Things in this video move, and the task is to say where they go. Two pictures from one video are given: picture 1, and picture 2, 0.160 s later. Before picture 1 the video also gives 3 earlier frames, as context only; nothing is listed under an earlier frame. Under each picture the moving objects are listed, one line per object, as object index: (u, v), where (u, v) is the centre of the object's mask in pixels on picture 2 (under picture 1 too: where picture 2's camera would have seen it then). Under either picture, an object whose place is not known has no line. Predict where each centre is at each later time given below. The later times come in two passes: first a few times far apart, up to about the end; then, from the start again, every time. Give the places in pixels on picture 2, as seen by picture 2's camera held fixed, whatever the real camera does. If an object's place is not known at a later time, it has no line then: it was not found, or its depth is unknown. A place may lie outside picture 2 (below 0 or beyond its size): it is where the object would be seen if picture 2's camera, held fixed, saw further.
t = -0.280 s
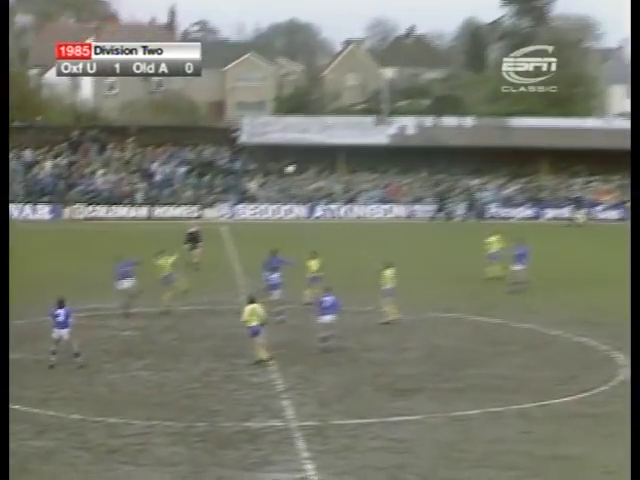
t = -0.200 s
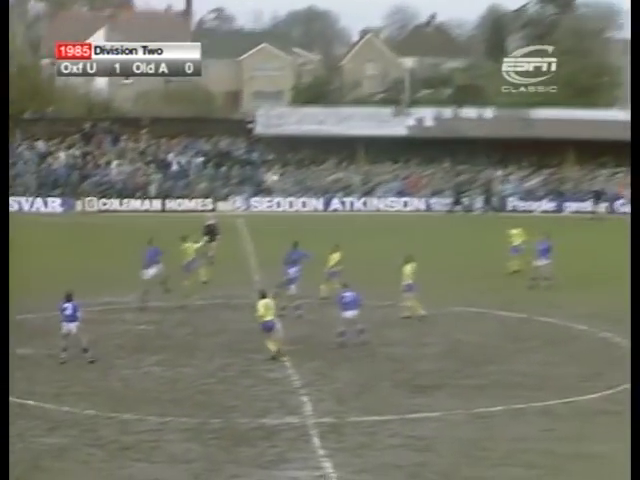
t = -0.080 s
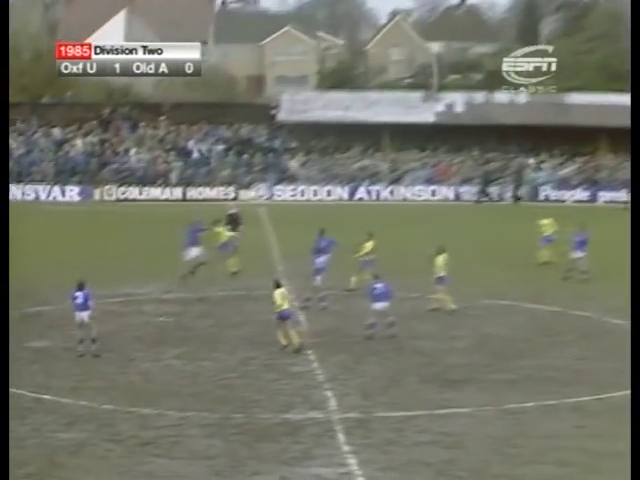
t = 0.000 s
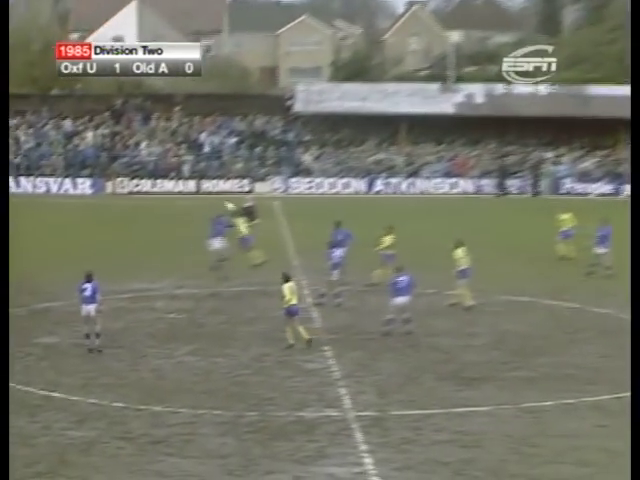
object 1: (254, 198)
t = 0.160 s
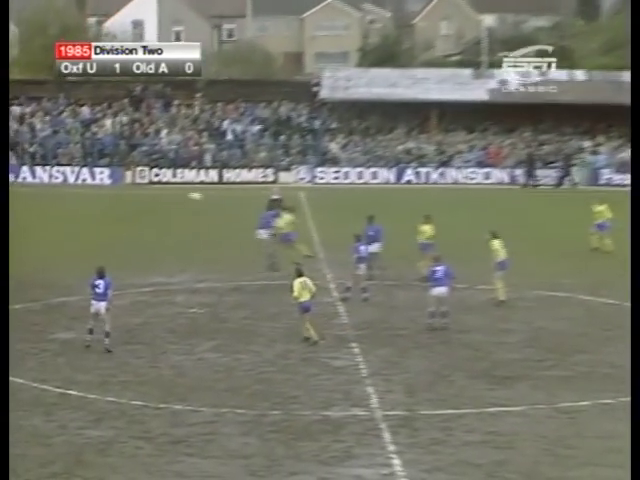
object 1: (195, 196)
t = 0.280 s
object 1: (150, 201)
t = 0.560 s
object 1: (53, 232)
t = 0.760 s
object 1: (1, 263)
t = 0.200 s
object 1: (180, 197)
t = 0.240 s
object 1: (164, 199)
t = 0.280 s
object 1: (150, 201)
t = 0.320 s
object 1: (135, 203)
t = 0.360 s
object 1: (122, 206)
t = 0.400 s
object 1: (108, 210)
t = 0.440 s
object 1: (93, 215)
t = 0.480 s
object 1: (81, 220)
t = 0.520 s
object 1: (66, 226)
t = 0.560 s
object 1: (53, 232)
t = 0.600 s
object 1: (39, 240)
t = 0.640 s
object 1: (29, 246)
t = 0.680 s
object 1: (17, 254)
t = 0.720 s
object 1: (5, 264)
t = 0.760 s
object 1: (1, 263)
